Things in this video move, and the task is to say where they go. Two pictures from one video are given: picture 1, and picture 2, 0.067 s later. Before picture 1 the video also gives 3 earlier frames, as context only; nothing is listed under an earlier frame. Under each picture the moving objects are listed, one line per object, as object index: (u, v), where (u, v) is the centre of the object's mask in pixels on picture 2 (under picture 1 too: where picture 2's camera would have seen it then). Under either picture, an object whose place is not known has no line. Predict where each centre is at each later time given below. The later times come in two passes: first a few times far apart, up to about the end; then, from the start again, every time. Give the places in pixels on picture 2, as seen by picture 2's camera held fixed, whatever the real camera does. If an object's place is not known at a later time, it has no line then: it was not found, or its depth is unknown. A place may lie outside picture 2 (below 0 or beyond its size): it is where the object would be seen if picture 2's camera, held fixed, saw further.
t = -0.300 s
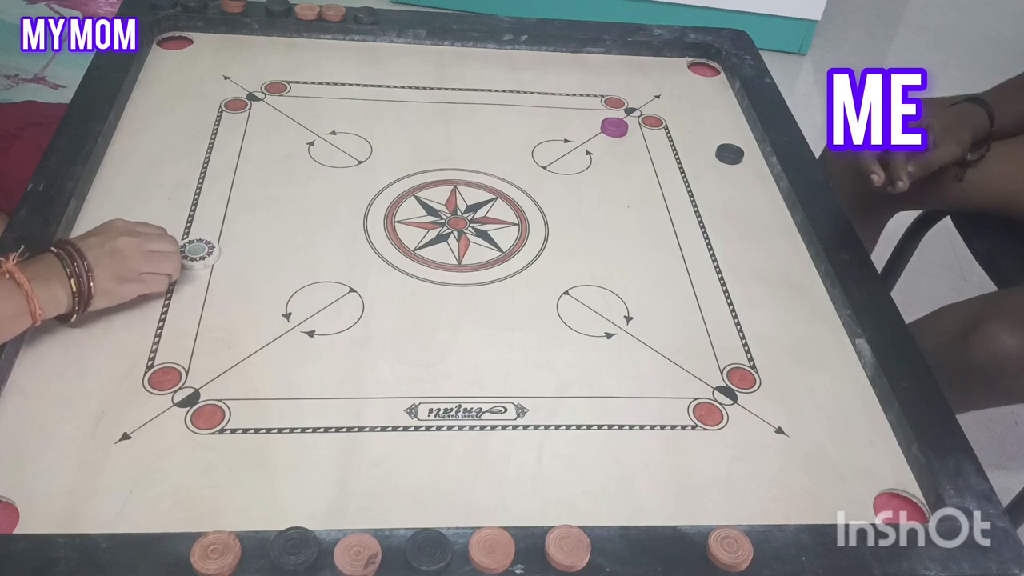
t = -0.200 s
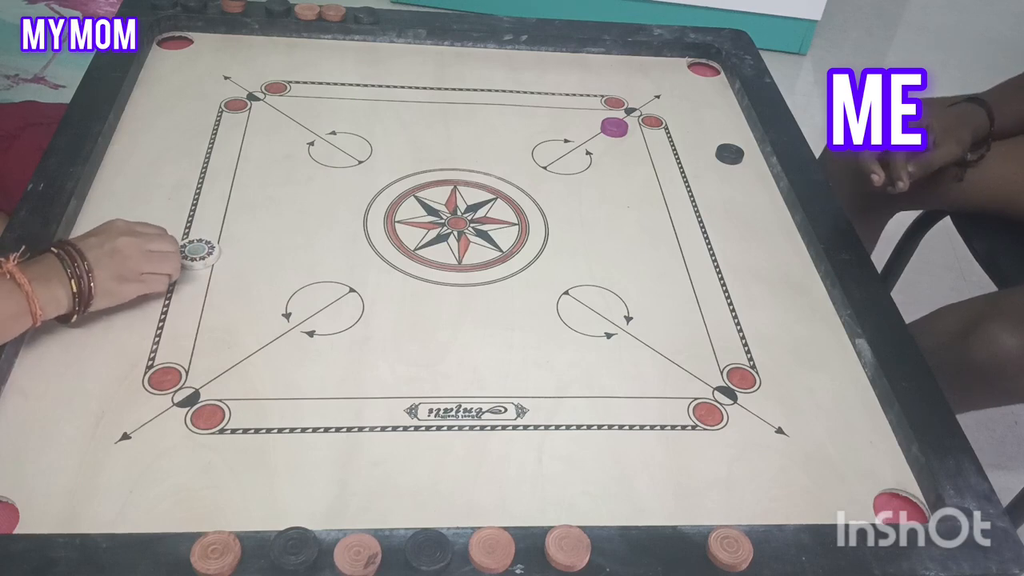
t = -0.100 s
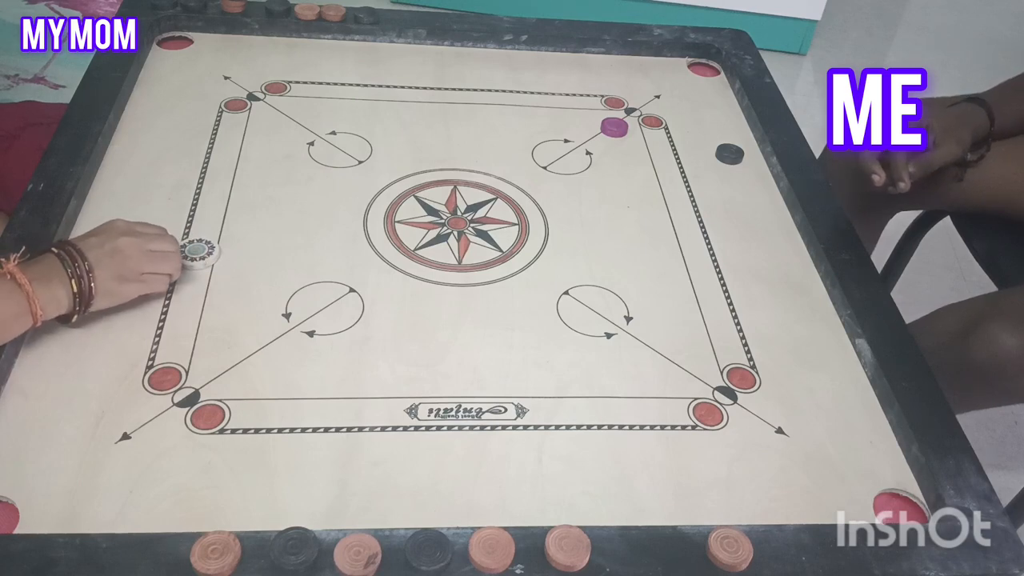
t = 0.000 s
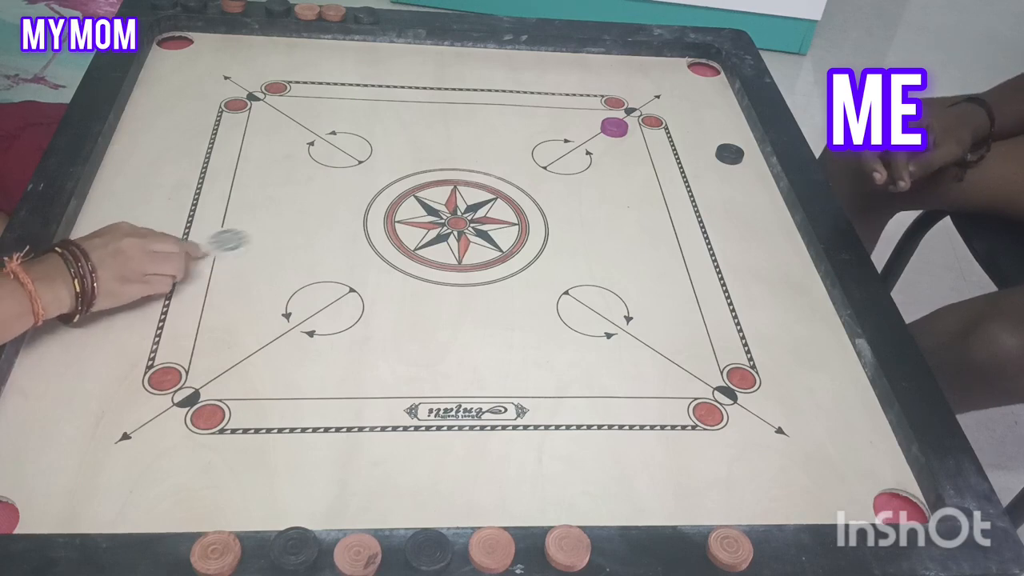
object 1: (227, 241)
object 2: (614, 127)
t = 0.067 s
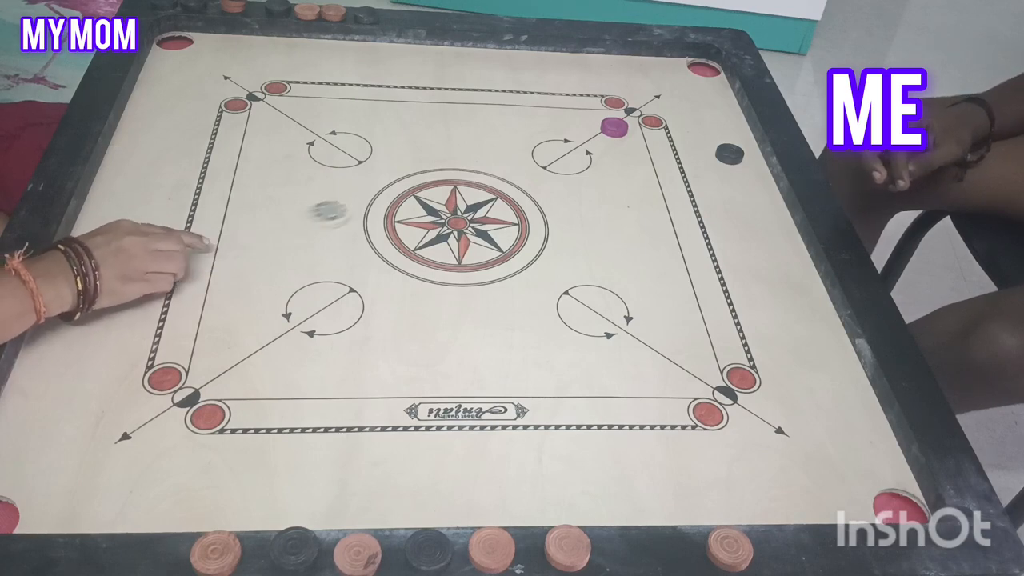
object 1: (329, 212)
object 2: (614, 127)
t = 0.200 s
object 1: (491, 166)
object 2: (614, 127)
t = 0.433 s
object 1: (655, 127)
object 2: (706, 78)
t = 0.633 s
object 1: (721, 117)
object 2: (582, 76)
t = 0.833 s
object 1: (667, 111)
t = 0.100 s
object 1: (372, 199)
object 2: (614, 127)
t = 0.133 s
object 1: (412, 188)
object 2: (614, 127)
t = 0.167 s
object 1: (455, 176)
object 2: (614, 127)
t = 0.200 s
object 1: (491, 166)
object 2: (614, 127)
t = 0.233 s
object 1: (524, 155)
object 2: (614, 127)
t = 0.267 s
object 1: (559, 146)
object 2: (614, 127)
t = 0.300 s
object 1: (592, 138)
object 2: (615, 127)
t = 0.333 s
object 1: (608, 136)
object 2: (641, 114)
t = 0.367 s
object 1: (625, 133)
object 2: (673, 100)
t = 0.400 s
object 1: (642, 131)
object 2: (703, 87)
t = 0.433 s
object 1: (655, 127)
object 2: (706, 78)
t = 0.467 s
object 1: (671, 126)
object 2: (680, 69)
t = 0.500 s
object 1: (688, 124)
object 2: (655, 61)
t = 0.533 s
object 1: (702, 123)
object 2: (636, 63)
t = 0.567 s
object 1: (717, 121)
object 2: (619, 67)
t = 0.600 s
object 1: (731, 119)
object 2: (599, 72)
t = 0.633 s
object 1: (721, 117)
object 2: (582, 76)
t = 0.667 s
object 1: (712, 116)
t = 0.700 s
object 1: (701, 115)
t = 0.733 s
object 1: (693, 114)
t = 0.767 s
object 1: (683, 112)
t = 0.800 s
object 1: (675, 112)
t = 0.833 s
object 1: (667, 111)
